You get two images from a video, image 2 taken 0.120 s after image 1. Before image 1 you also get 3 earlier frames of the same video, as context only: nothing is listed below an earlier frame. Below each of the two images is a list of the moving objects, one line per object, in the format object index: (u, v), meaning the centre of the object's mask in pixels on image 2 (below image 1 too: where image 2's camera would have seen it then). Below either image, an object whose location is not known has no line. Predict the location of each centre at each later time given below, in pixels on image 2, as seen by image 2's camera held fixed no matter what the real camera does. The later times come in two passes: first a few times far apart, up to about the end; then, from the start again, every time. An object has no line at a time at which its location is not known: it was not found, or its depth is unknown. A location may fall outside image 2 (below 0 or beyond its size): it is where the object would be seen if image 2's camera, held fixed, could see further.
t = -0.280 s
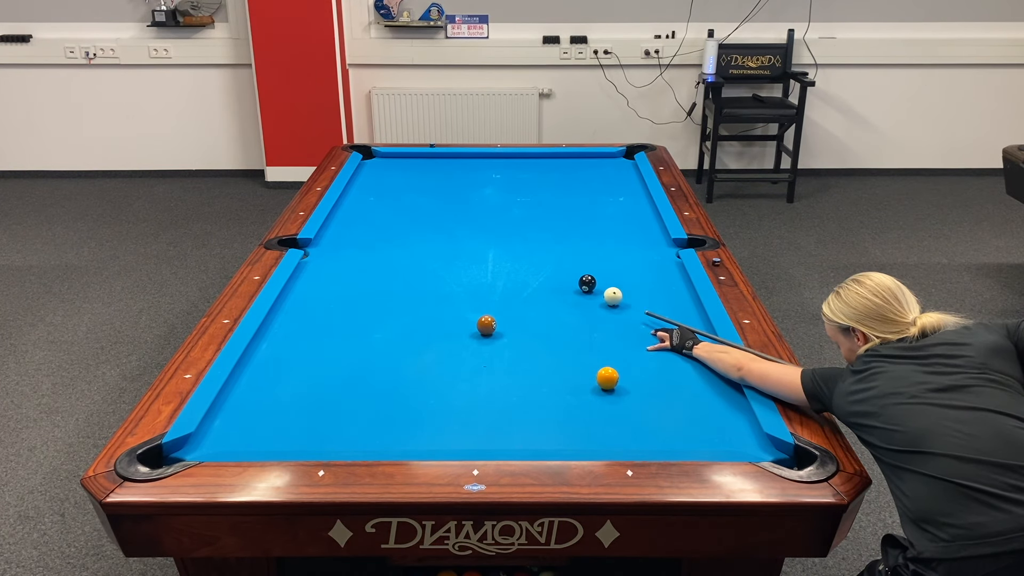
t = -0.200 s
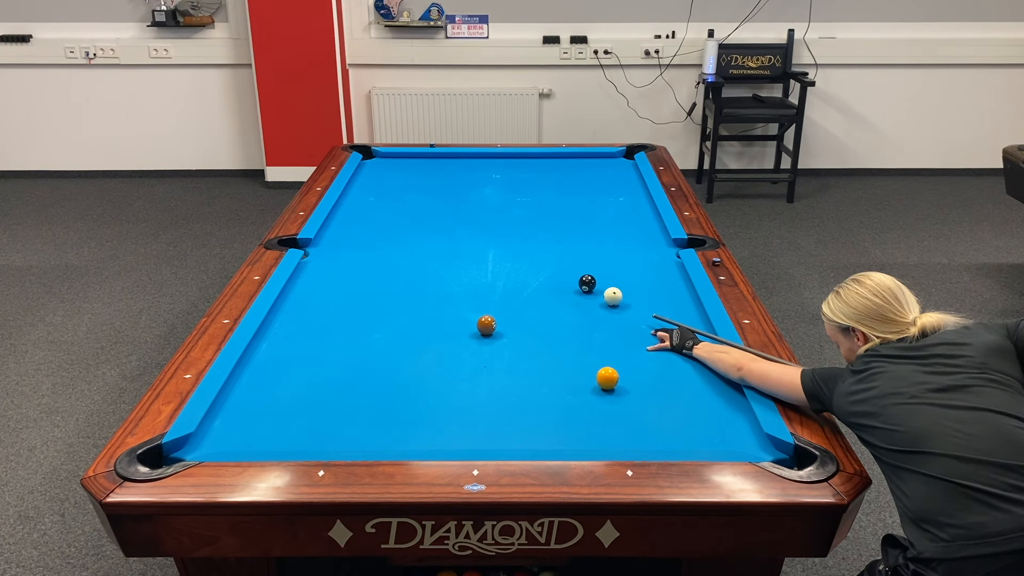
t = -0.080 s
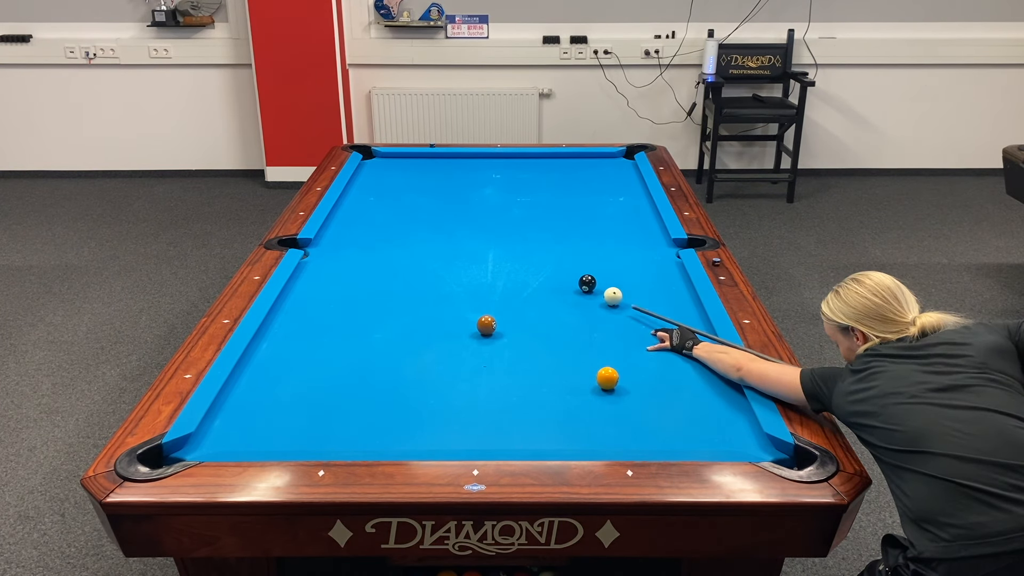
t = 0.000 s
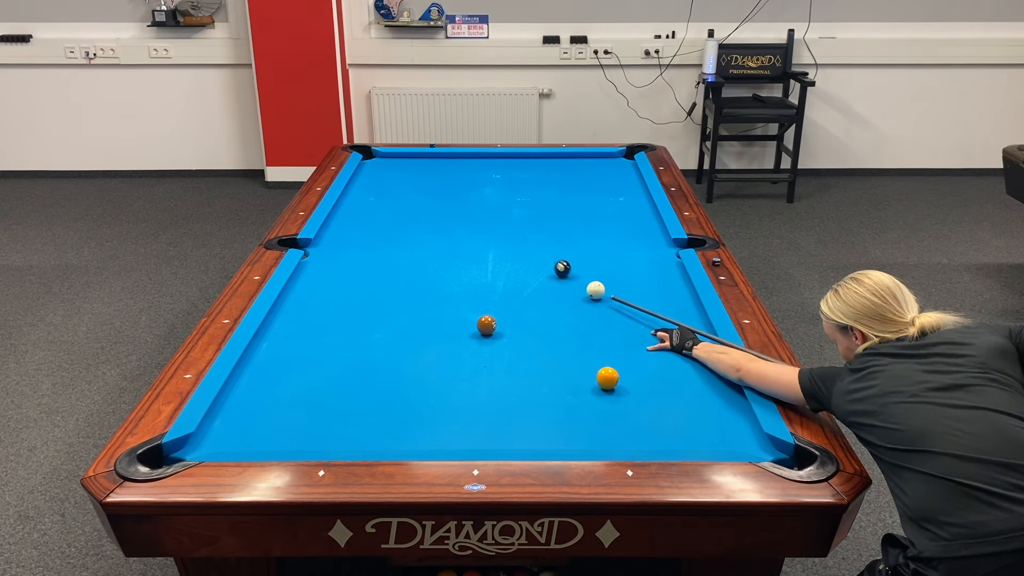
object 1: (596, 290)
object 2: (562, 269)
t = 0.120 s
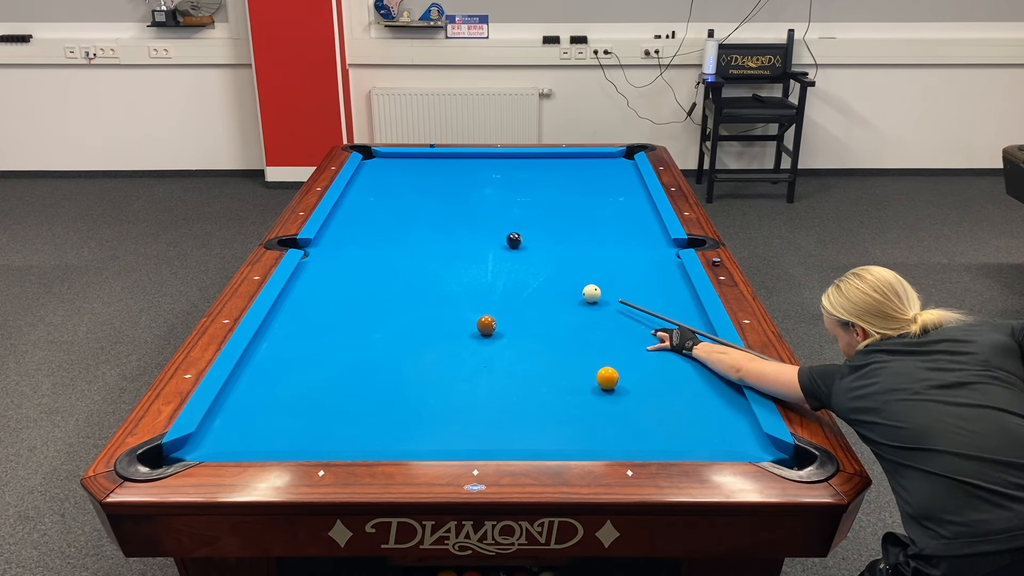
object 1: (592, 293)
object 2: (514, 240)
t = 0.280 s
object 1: (587, 297)
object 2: (466, 212)
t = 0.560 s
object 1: (581, 301)
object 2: (395, 170)
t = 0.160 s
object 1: (591, 294)
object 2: (502, 234)
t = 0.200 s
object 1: (589, 295)
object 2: (486, 224)
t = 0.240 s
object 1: (588, 296)
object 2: (476, 217)
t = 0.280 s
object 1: (587, 297)
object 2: (466, 212)
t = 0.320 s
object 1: (586, 298)
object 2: (451, 203)
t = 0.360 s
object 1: (585, 298)
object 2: (442, 198)
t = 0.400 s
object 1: (584, 299)
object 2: (429, 190)
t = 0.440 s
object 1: (583, 300)
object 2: (421, 186)
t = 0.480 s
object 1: (583, 300)
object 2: (413, 181)
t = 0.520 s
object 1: (582, 301)
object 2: (402, 174)
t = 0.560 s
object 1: (581, 301)
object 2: (395, 170)
